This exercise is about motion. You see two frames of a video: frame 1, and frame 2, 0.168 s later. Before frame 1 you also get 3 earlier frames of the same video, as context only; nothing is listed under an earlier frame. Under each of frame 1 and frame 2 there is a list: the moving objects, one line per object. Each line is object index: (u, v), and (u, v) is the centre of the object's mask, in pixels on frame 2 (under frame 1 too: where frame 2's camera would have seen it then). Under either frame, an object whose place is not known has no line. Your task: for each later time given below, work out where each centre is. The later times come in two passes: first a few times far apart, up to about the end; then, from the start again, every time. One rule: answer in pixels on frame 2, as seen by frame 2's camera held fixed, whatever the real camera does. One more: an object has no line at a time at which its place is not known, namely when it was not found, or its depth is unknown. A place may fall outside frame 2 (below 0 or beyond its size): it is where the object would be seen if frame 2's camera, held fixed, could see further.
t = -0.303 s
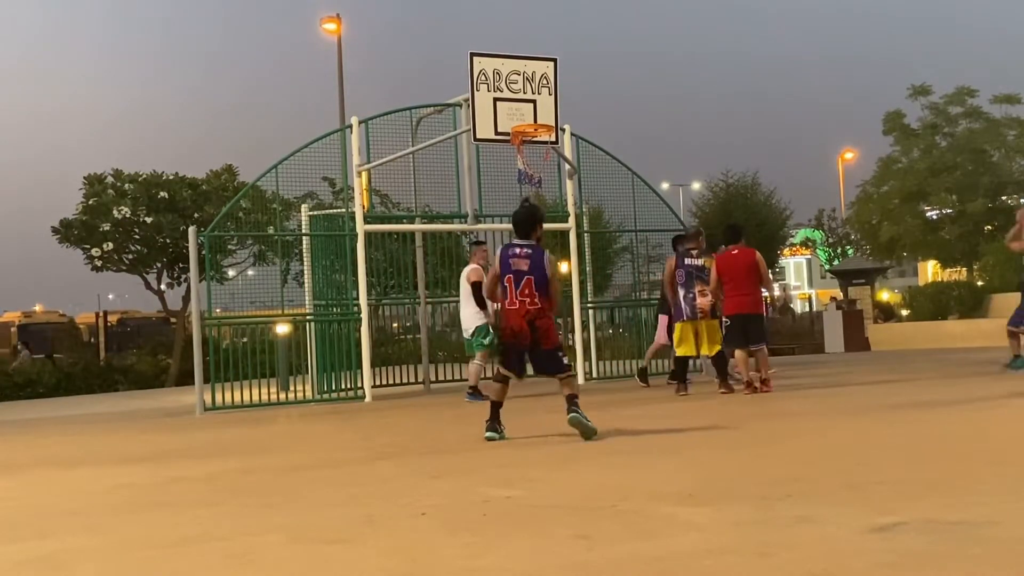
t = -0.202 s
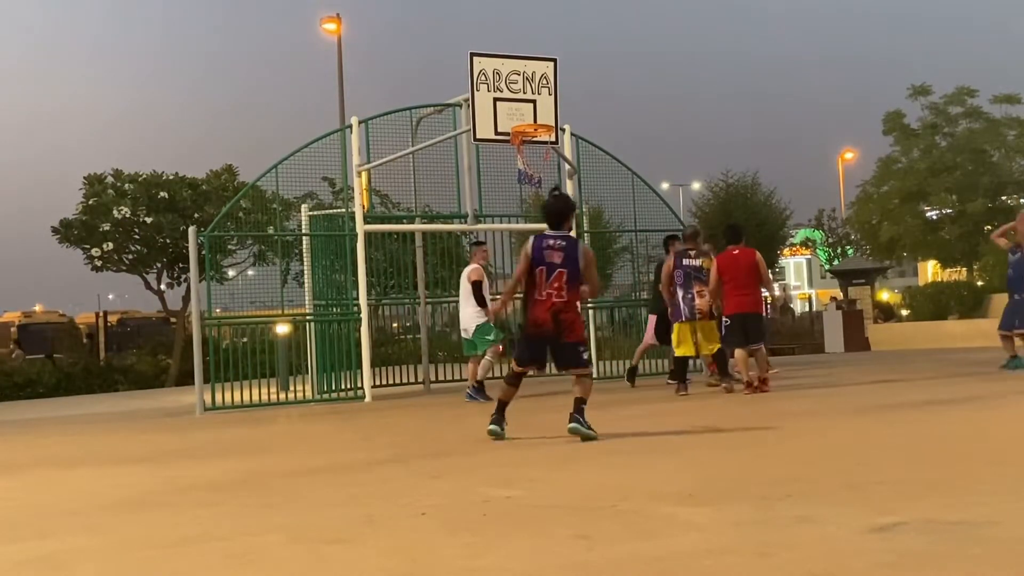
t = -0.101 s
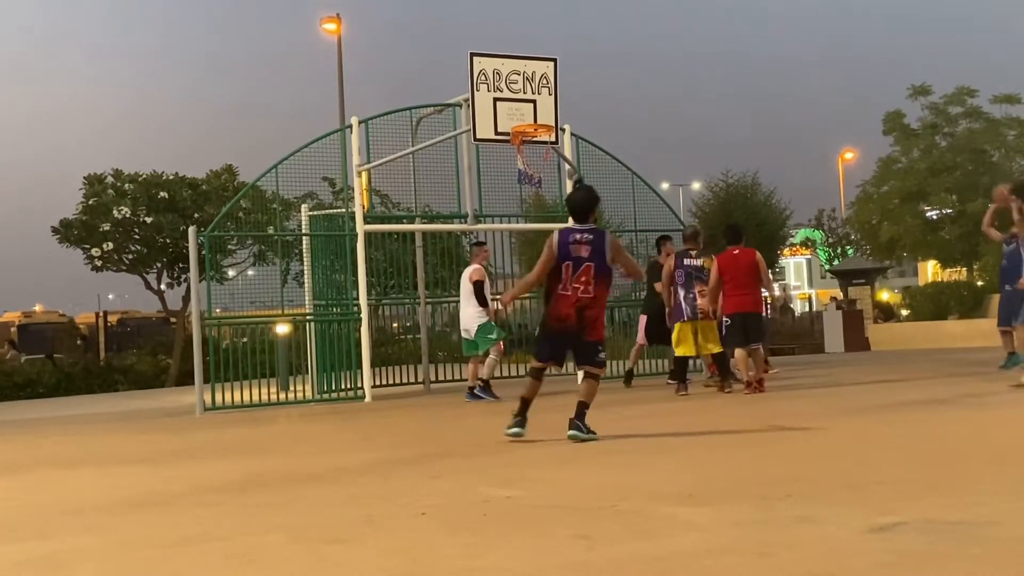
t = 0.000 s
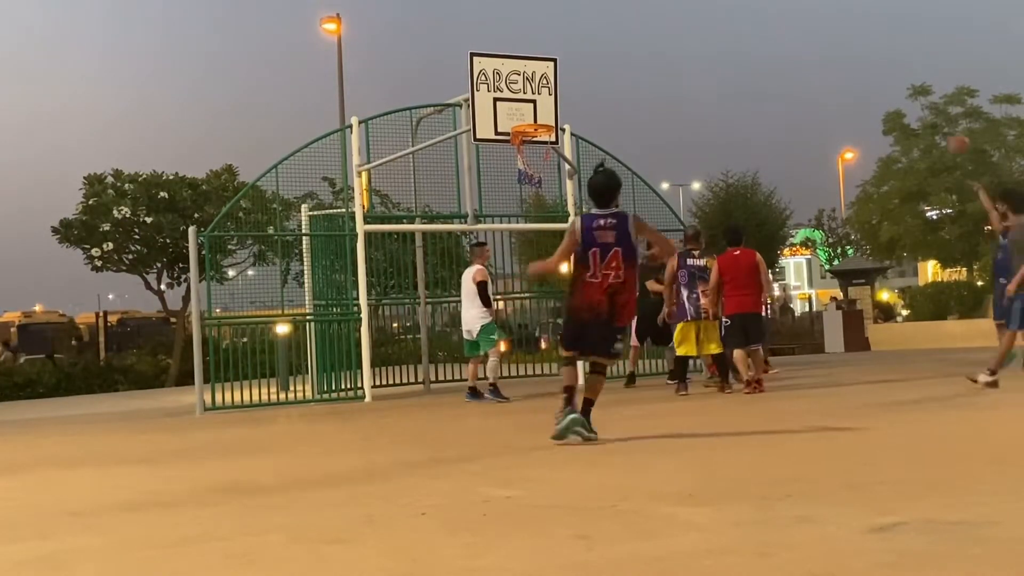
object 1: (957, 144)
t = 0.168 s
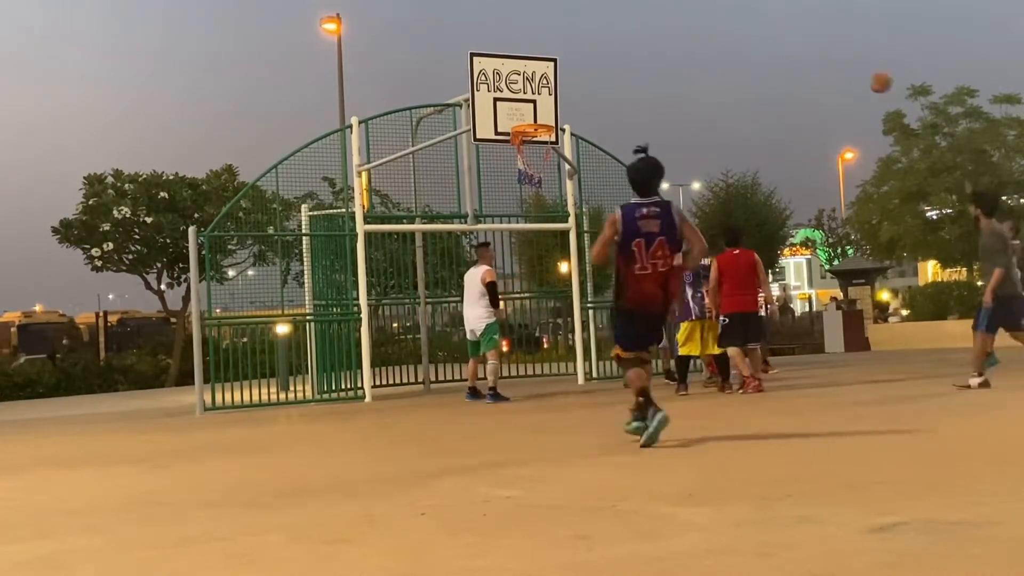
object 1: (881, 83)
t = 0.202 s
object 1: (865, 73)
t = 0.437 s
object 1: (765, 35)
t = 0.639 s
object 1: (685, 40)
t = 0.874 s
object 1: (596, 87)
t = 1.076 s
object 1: (578, 115)
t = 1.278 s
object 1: (624, 118)
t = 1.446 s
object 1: (660, 144)
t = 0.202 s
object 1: (865, 73)
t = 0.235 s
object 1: (850, 64)
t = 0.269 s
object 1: (836, 58)
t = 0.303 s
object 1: (821, 51)
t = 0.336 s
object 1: (807, 46)
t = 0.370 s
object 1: (793, 41)
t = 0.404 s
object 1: (779, 37)
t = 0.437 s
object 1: (765, 35)
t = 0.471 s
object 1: (751, 33)
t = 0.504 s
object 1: (737, 33)
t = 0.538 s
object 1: (724, 33)
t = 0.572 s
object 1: (711, 34)
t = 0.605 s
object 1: (698, 37)
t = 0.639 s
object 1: (685, 40)
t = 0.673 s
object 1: (672, 44)
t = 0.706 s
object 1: (659, 49)
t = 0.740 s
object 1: (646, 55)
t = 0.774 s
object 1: (633, 62)
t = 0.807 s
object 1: (621, 70)
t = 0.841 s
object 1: (608, 78)
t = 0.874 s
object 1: (596, 87)
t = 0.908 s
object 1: (584, 97)
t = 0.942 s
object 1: (573, 108)
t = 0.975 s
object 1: (560, 120)
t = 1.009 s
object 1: (562, 121)
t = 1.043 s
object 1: (571, 117)
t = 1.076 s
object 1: (578, 115)
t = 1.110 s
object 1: (586, 113)
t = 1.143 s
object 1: (593, 113)
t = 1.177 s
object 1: (601, 112)
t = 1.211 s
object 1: (609, 114)
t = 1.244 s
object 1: (616, 115)
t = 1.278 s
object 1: (624, 118)
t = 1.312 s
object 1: (631, 122)
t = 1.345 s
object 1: (638, 126)
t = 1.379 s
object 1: (645, 130)
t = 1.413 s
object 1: (652, 137)
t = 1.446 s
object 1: (660, 144)
